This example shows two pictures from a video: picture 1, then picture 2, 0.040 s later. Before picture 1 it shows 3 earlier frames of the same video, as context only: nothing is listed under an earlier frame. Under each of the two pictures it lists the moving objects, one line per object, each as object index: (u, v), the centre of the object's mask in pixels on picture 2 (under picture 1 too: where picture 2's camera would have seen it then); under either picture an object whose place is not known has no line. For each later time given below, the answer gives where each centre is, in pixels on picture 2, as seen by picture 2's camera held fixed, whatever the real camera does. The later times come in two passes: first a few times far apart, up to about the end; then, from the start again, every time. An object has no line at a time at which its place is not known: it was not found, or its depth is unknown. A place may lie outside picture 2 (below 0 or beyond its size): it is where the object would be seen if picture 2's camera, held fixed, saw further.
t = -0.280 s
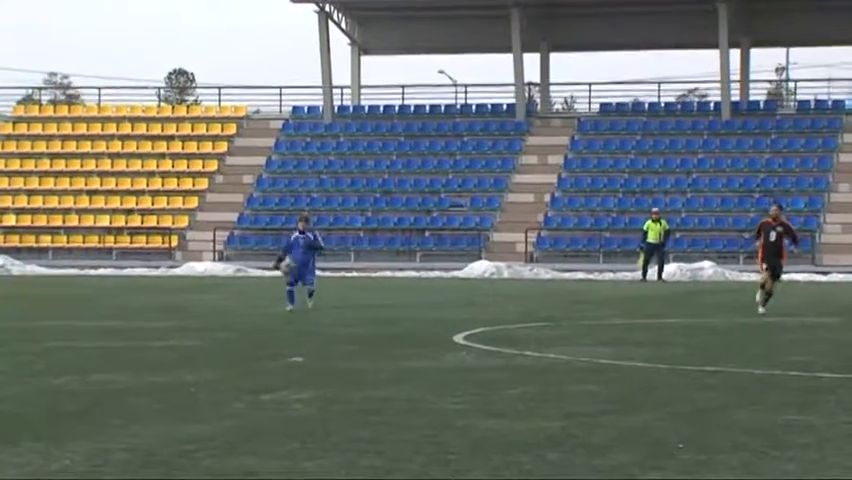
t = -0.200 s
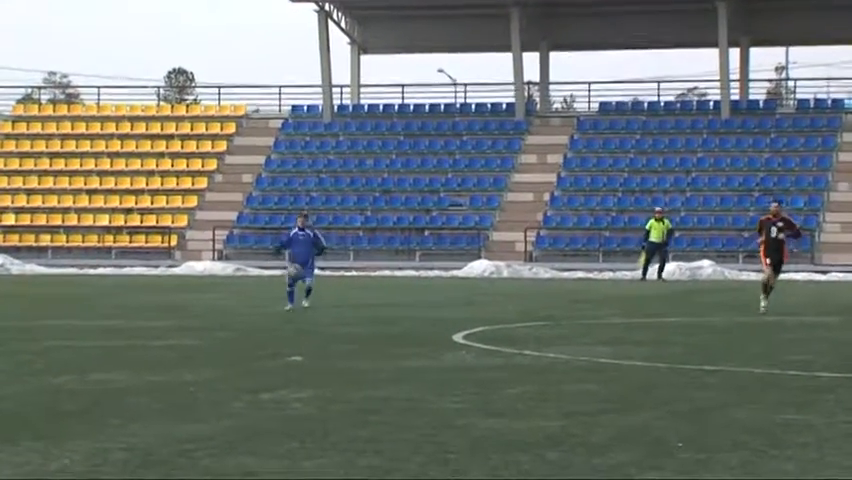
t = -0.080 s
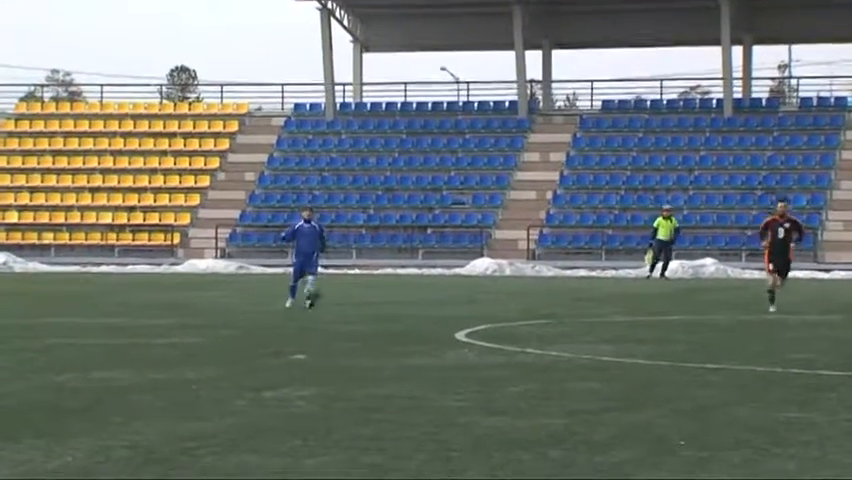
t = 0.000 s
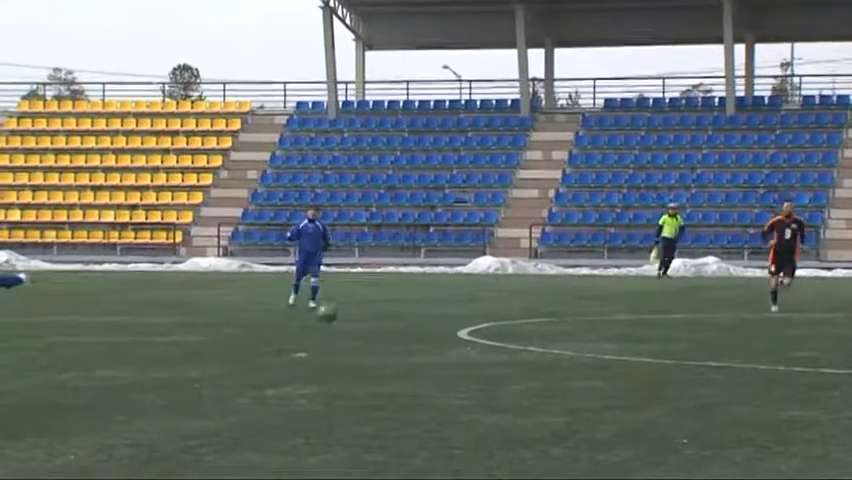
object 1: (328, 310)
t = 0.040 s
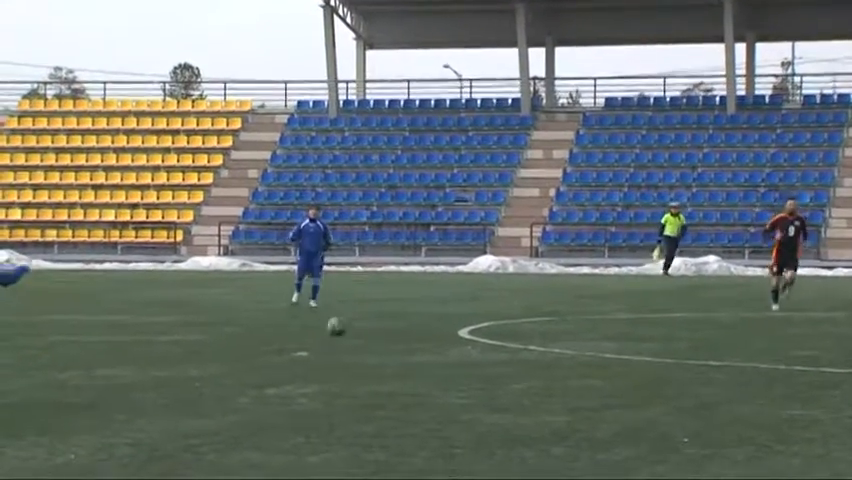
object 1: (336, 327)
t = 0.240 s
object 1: (373, 300)
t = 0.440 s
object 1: (416, 314)
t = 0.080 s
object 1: (343, 321)
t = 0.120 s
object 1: (350, 312)
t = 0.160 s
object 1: (357, 307)
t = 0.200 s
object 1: (365, 303)
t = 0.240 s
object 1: (373, 300)
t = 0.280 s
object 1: (381, 299)
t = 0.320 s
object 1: (389, 299)
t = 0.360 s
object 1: (397, 303)
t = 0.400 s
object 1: (406, 307)
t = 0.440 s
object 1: (416, 314)
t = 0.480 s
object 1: (425, 324)
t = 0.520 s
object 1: (434, 334)
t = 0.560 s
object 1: (446, 347)
